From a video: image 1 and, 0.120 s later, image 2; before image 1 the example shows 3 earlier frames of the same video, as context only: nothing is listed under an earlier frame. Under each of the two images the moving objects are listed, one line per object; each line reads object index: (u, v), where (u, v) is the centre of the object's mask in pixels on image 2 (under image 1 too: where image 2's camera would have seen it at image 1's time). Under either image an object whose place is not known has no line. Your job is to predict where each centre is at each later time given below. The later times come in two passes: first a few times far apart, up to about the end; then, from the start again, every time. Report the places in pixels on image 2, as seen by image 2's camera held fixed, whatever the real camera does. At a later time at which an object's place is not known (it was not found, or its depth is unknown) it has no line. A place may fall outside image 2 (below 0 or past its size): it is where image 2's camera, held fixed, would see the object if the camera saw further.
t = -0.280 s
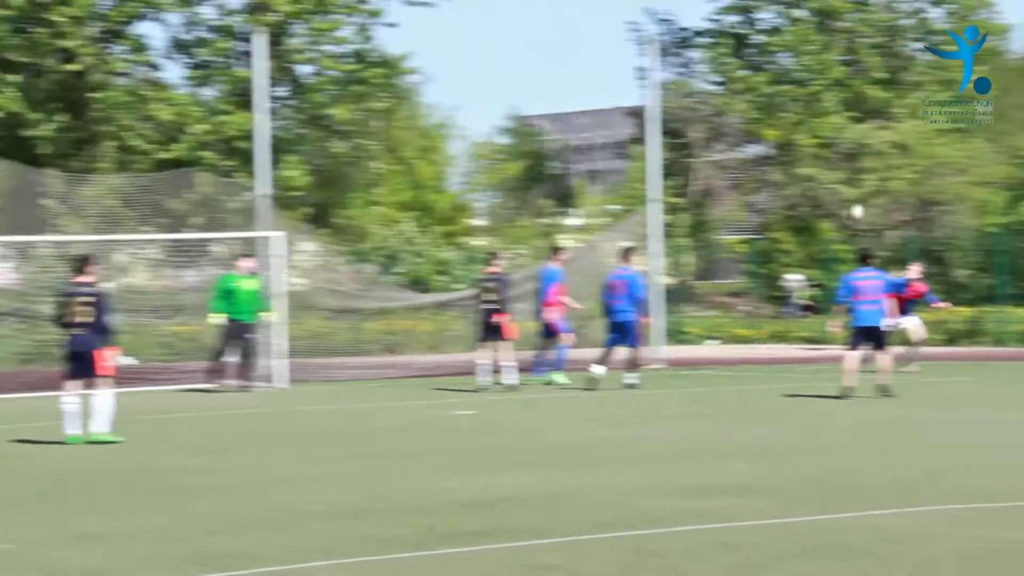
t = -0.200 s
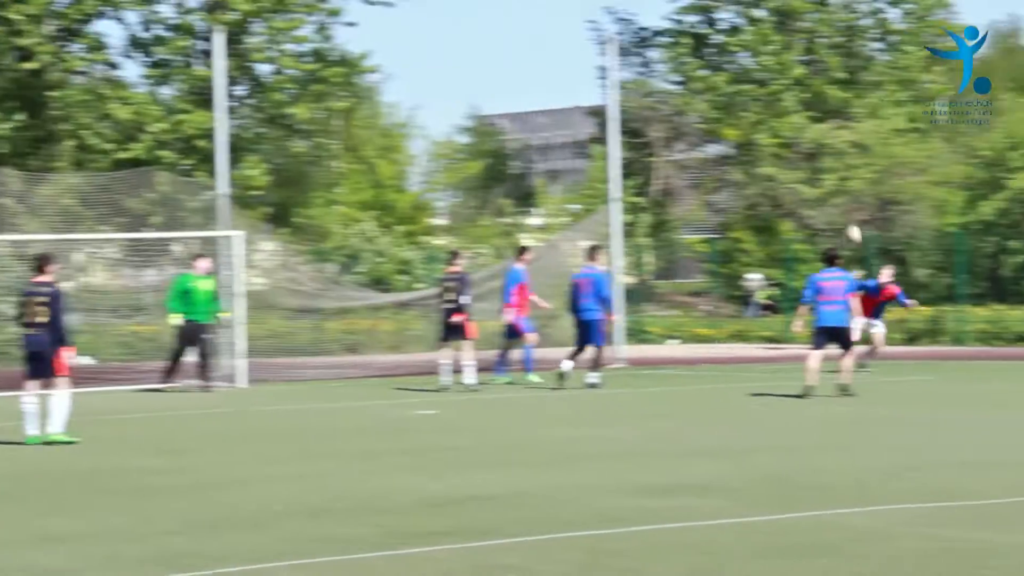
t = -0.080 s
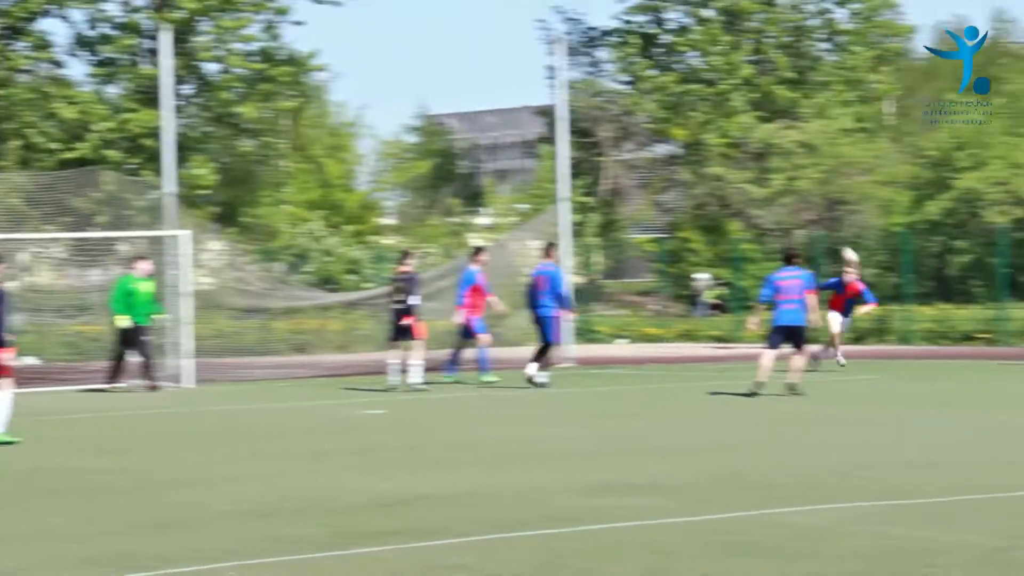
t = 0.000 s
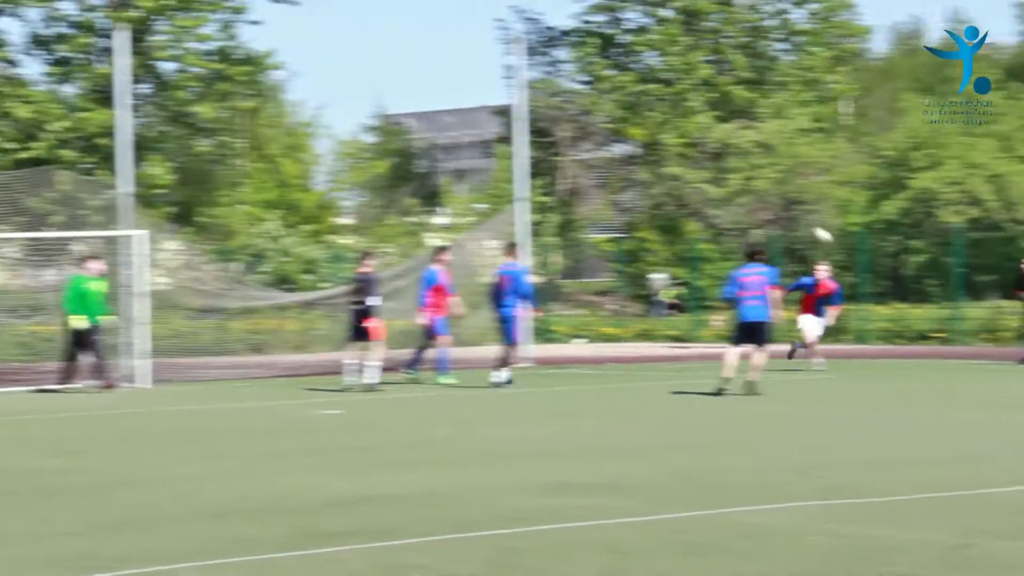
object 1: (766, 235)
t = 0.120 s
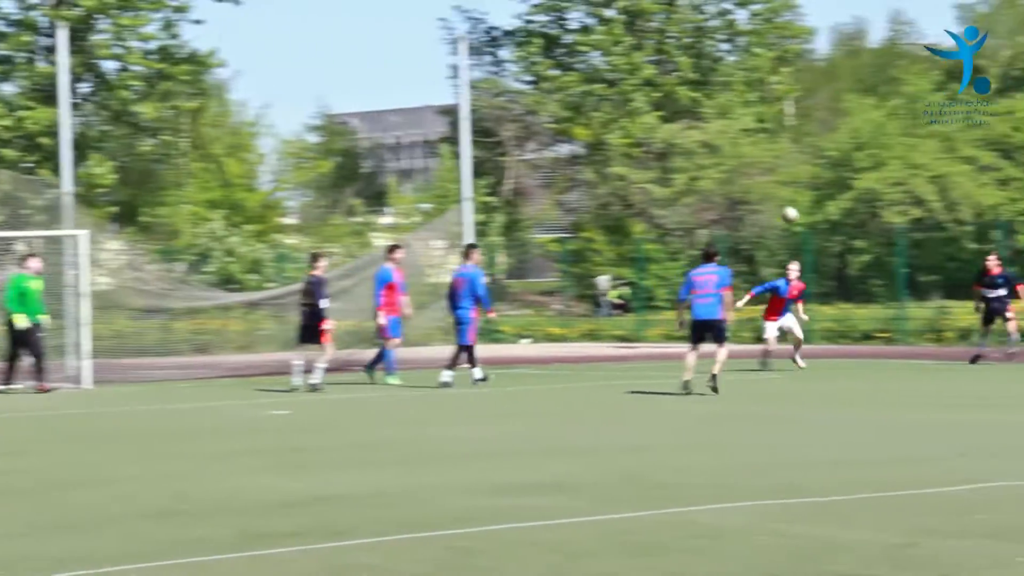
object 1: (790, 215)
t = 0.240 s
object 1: (816, 203)
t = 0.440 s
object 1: (864, 209)
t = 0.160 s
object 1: (798, 209)
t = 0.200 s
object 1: (808, 205)
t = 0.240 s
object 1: (816, 203)
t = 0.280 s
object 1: (825, 201)
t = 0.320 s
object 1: (835, 201)
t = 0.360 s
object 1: (843, 203)
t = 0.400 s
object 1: (854, 205)
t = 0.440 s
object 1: (864, 209)
